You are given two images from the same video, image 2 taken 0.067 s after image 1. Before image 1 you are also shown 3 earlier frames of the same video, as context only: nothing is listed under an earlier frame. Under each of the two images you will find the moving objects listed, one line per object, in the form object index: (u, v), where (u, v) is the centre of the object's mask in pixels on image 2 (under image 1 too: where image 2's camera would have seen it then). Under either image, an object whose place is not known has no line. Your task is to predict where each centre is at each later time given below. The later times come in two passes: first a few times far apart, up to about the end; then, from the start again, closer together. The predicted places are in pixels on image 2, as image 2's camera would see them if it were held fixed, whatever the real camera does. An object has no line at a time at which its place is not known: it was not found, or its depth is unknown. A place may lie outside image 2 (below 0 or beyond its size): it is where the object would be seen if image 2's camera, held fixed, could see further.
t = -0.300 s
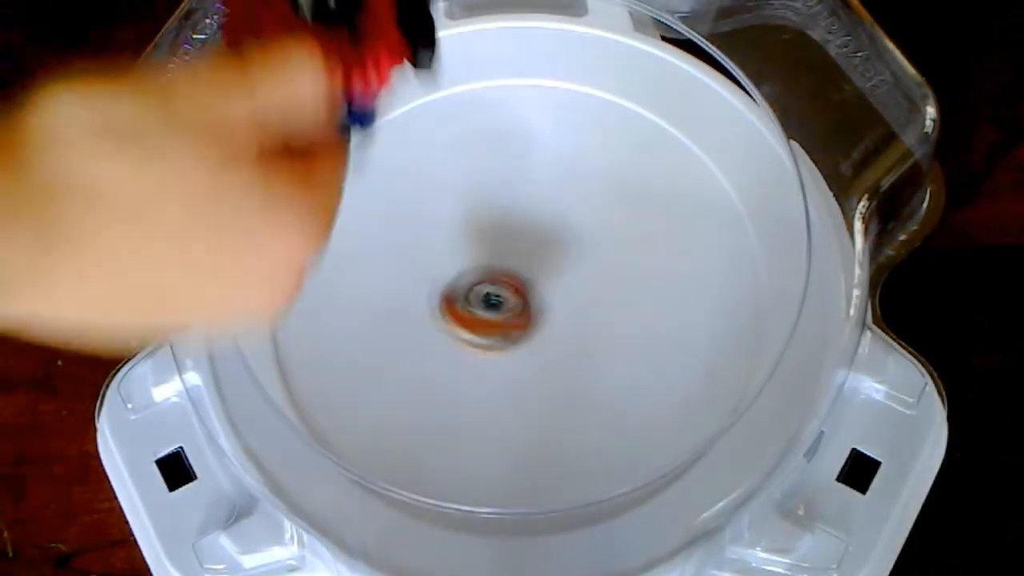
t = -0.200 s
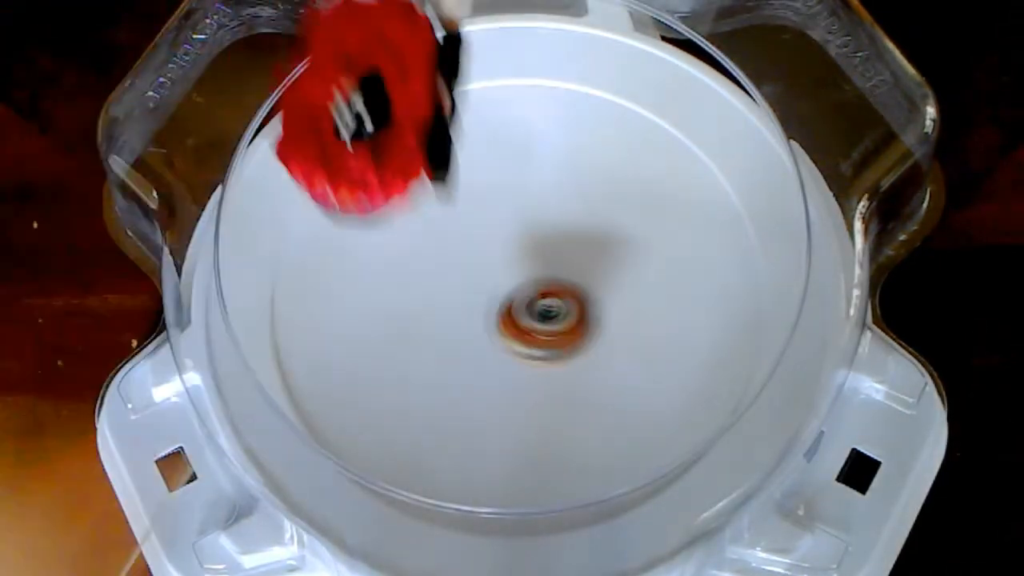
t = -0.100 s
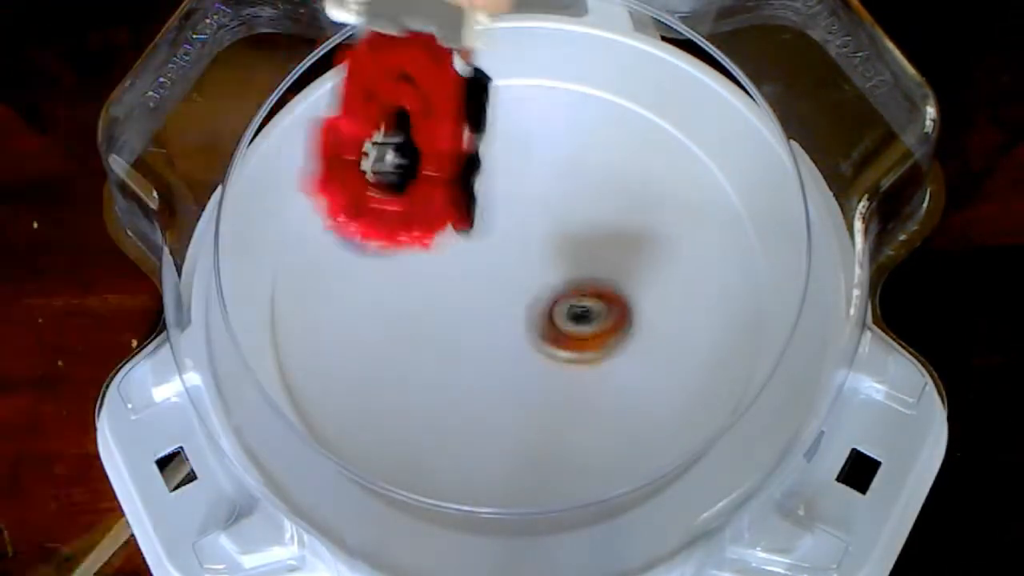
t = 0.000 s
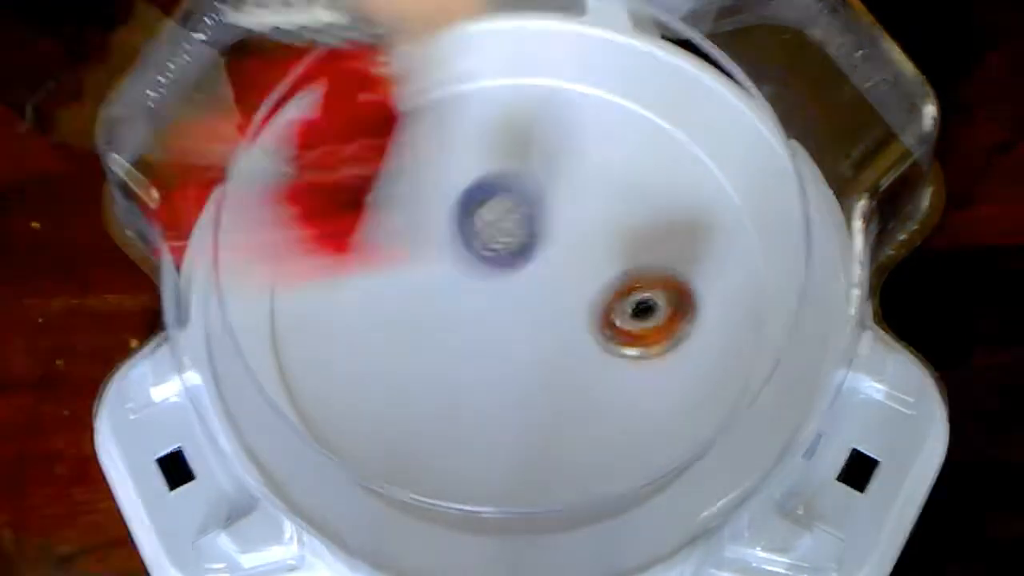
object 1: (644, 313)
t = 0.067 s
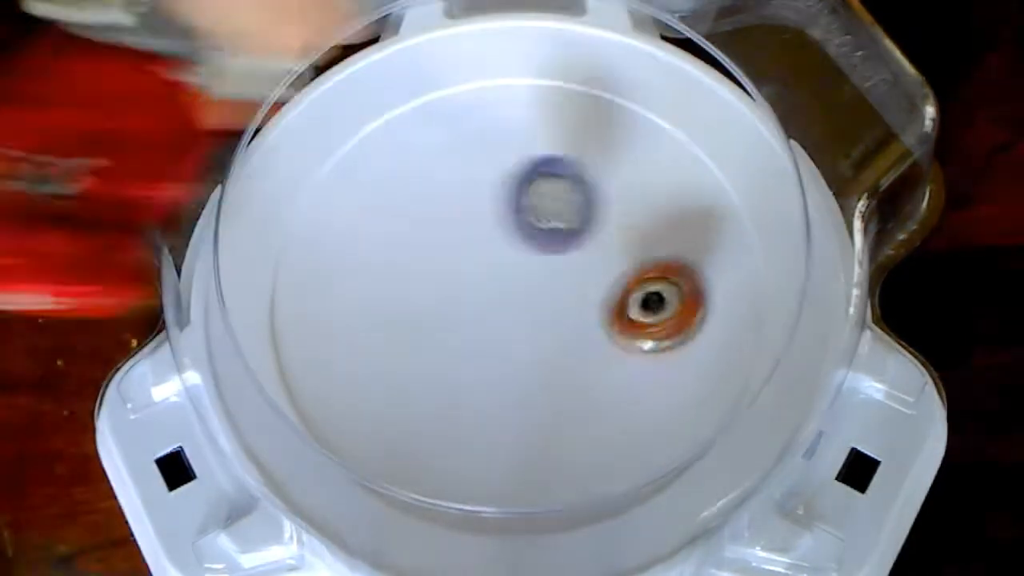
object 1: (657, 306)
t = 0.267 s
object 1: (641, 301)
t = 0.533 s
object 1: (518, 307)
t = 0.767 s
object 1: (408, 333)
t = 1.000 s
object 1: (377, 356)
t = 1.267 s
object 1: (463, 334)
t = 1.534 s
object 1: (570, 284)
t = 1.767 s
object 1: (556, 268)
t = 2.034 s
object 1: (468, 245)
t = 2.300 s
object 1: (423, 287)
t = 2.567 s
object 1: (478, 330)
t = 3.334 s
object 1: (482, 257)
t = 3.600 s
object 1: (447, 302)
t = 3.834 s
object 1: (486, 326)
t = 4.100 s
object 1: (539, 297)
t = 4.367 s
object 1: (517, 263)
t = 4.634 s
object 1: (469, 282)
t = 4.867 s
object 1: (482, 316)
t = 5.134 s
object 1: (525, 310)
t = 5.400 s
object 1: (511, 279)
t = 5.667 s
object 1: (475, 287)
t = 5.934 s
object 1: (490, 308)
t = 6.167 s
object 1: (510, 291)
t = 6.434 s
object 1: (492, 284)
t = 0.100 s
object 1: (657, 302)
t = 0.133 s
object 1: (657, 298)
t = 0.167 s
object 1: (653, 295)
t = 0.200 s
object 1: (650, 296)
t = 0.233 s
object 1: (649, 299)
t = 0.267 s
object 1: (641, 301)
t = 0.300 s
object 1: (632, 300)
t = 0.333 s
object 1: (621, 300)
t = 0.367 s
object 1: (607, 301)
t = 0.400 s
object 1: (592, 300)
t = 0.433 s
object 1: (573, 301)
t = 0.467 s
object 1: (557, 304)
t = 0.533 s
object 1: (518, 307)
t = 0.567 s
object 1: (502, 307)
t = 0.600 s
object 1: (482, 309)
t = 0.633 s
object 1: (466, 313)
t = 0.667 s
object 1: (451, 318)
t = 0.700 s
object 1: (434, 322)
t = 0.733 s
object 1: (423, 327)
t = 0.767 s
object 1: (408, 333)
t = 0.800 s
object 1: (395, 340)
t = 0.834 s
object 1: (385, 345)
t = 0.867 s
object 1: (378, 350)
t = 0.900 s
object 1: (374, 353)
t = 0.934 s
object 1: (374, 355)
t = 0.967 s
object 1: (374, 357)
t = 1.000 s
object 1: (377, 356)
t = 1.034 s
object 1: (381, 355)
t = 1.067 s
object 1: (387, 354)
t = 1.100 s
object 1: (395, 353)
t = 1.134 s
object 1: (406, 351)
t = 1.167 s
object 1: (418, 349)
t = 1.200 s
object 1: (429, 346)
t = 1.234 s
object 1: (447, 341)
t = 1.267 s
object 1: (463, 334)
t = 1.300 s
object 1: (476, 326)
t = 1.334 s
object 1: (491, 317)
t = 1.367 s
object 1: (505, 307)
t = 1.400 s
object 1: (518, 297)
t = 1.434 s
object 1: (530, 286)
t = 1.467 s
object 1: (540, 278)
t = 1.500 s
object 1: (555, 284)
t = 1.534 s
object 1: (570, 284)
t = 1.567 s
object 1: (575, 288)
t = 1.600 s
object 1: (582, 283)
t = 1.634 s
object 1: (581, 284)
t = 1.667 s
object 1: (580, 281)
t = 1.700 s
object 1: (573, 279)
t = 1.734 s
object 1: (568, 273)
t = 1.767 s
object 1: (556, 268)
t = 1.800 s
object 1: (545, 261)
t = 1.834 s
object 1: (534, 255)
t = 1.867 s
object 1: (525, 250)
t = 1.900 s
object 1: (513, 246)
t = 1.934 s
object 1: (500, 245)
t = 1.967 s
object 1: (489, 244)
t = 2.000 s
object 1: (479, 242)
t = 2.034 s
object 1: (468, 245)
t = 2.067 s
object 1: (457, 248)
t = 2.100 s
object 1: (448, 250)
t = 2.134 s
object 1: (439, 255)
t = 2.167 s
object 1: (433, 261)
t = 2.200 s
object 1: (428, 265)
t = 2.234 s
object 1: (425, 271)
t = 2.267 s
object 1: (424, 279)
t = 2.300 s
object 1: (423, 287)
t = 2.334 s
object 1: (427, 293)
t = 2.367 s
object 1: (427, 300)
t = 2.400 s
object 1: (433, 307)
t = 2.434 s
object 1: (440, 313)
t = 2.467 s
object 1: (448, 320)
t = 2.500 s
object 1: (458, 323)
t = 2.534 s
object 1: (467, 327)
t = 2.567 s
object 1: (478, 330)
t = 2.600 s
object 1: (491, 330)
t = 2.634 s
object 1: (502, 329)
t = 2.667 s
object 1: (513, 328)
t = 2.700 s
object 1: (524, 325)
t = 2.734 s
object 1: (534, 319)
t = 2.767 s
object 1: (543, 314)
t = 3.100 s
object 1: (545, 257)
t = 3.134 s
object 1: (537, 254)
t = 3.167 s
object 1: (529, 251)
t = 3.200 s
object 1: (519, 251)
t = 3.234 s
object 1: (511, 252)
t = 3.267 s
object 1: (502, 251)
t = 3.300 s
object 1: (491, 254)
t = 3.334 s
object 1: (482, 257)
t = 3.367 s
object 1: (474, 262)
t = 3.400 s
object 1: (465, 264)
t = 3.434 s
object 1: (459, 269)
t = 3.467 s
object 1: (455, 275)
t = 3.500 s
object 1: (450, 283)
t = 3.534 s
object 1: (448, 290)
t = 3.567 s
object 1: (446, 297)
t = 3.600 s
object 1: (447, 302)
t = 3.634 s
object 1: (449, 306)
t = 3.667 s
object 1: (451, 312)
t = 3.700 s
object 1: (458, 317)
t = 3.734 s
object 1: (462, 319)
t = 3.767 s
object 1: (469, 323)
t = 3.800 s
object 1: (479, 325)
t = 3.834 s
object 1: (486, 326)
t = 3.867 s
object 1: (497, 326)
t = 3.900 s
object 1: (503, 324)
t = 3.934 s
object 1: (514, 320)
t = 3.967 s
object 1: (522, 316)
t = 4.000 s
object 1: (526, 313)
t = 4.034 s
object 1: (534, 309)
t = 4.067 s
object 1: (540, 302)
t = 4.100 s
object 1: (539, 297)
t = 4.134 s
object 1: (540, 292)
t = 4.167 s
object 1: (543, 288)
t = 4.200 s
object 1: (542, 279)
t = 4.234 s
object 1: (538, 275)
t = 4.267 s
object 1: (533, 272)
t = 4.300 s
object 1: (530, 269)
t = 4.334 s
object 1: (525, 264)
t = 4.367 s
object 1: (517, 263)
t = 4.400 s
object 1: (510, 263)
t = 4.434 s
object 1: (503, 265)
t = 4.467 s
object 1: (496, 264)
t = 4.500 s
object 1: (488, 266)
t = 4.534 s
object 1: (482, 269)
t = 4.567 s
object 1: (477, 275)
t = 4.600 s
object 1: (474, 277)
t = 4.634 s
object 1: (469, 282)
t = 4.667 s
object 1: (467, 289)
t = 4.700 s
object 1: (468, 292)
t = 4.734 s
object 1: (469, 298)
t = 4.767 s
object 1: (469, 305)
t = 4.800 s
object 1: (471, 311)
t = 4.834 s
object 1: (476, 313)
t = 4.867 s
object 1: (482, 316)
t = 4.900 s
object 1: (488, 321)
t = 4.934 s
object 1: (492, 322)
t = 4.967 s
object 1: (500, 321)
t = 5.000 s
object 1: (506, 321)
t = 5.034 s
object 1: (513, 320)
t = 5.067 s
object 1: (518, 317)
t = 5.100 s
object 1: (522, 313)
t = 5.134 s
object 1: (525, 310)
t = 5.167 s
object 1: (528, 306)
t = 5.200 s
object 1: (531, 300)
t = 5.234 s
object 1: (529, 297)
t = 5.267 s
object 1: (525, 293)
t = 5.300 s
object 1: (524, 289)
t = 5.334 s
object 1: (523, 282)
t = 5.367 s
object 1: (517, 278)
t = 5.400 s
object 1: (511, 279)
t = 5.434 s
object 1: (505, 279)
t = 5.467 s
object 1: (501, 278)
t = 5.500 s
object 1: (495, 276)
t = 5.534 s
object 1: (487, 278)
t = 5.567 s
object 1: (483, 280)
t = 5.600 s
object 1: (479, 284)
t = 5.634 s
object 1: (478, 286)
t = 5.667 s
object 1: (475, 287)
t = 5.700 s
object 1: (471, 292)
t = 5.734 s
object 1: (469, 294)
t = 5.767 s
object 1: (475, 298)
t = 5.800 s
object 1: (477, 300)
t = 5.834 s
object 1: (477, 302)
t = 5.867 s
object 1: (481, 305)
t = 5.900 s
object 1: (487, 310)
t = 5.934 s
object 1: (490, 308)
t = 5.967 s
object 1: (494, 307)
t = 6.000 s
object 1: (499, 308)
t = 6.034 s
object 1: (502, 306)
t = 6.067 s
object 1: (507, 303)
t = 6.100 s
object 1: (508, 300)
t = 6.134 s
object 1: (507, 297)
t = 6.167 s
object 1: (510, 291)
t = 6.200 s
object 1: (512, 288)
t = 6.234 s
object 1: (510, 287)
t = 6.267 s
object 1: (506, 284)
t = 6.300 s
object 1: (504, 282)
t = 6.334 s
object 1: (503, 280)
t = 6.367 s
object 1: (497, 281)
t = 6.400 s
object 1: (495, 282)
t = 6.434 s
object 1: (492, 284)
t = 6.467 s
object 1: (488, 284)
